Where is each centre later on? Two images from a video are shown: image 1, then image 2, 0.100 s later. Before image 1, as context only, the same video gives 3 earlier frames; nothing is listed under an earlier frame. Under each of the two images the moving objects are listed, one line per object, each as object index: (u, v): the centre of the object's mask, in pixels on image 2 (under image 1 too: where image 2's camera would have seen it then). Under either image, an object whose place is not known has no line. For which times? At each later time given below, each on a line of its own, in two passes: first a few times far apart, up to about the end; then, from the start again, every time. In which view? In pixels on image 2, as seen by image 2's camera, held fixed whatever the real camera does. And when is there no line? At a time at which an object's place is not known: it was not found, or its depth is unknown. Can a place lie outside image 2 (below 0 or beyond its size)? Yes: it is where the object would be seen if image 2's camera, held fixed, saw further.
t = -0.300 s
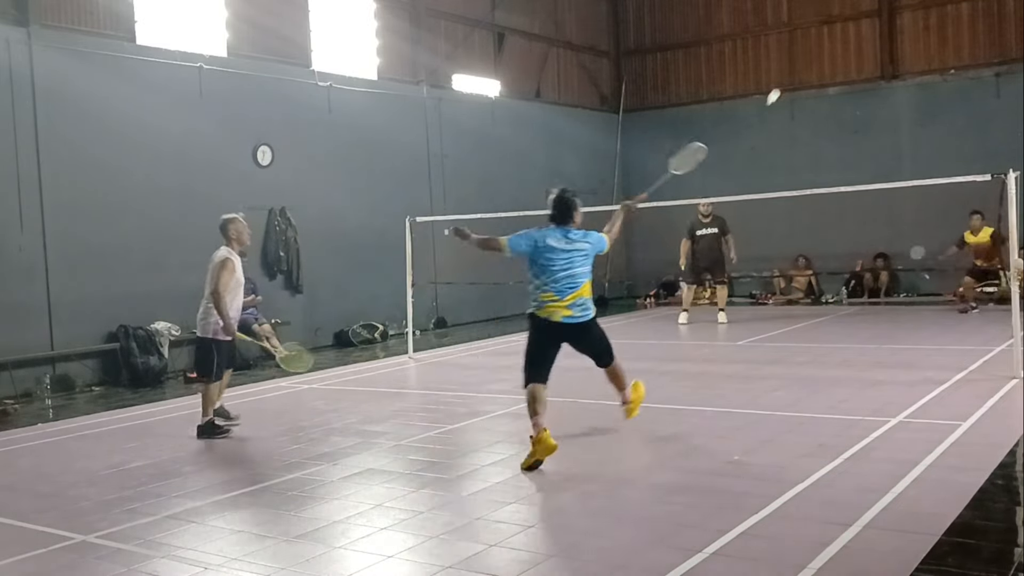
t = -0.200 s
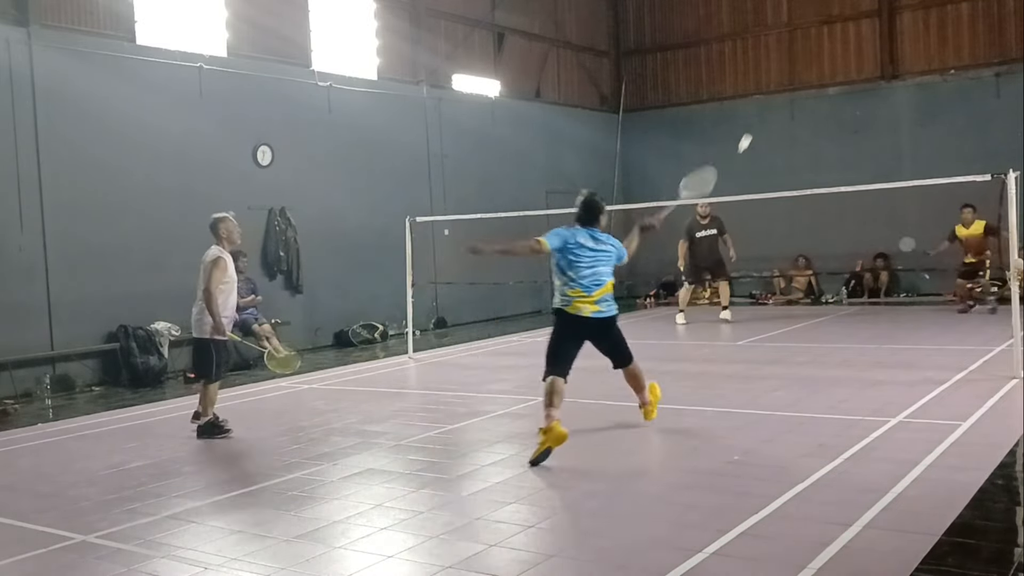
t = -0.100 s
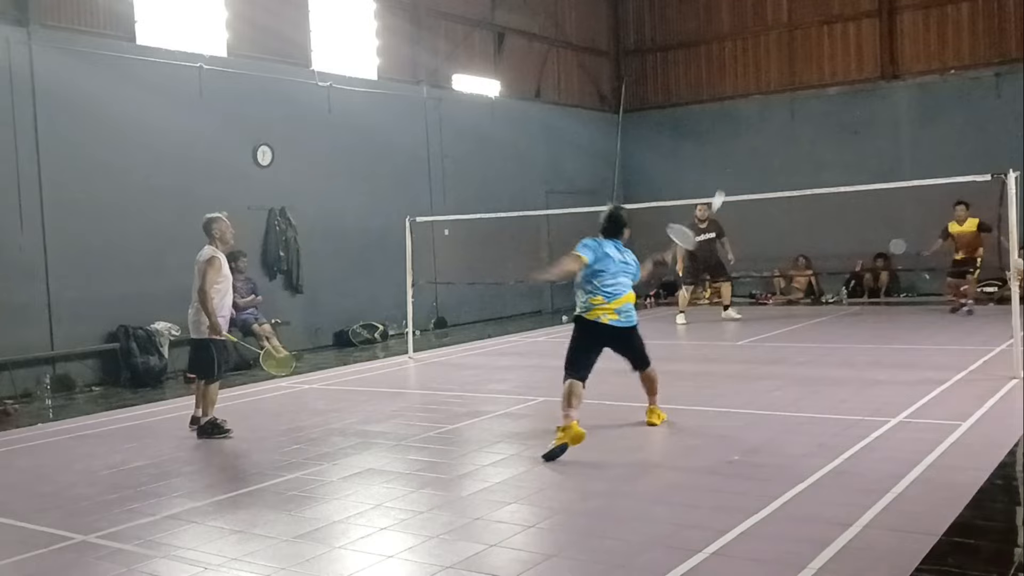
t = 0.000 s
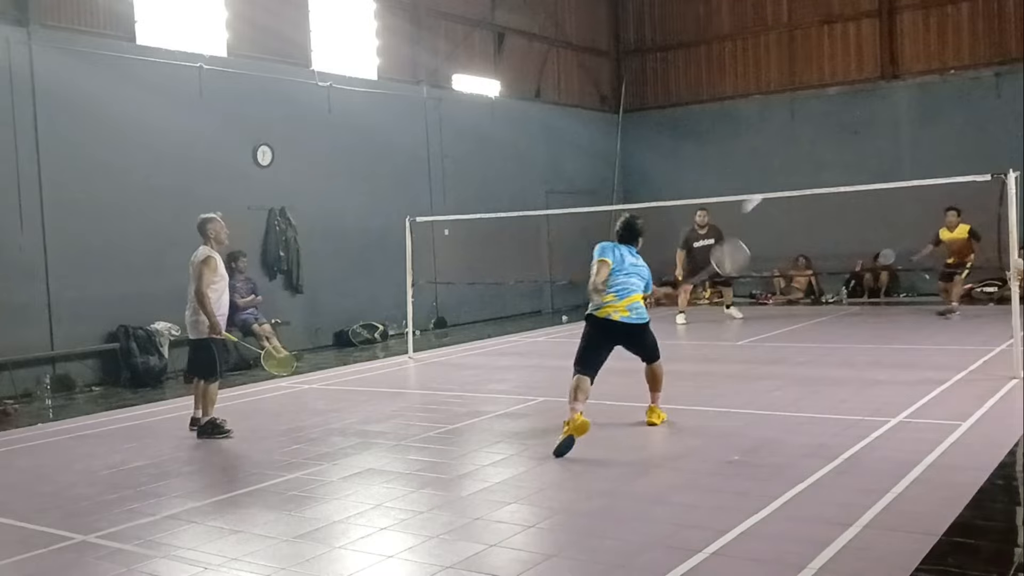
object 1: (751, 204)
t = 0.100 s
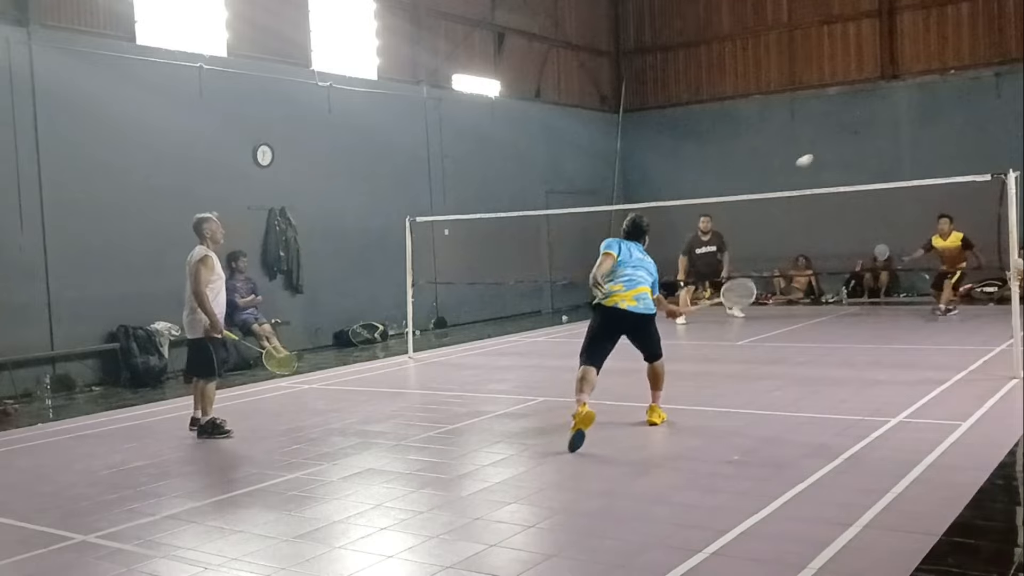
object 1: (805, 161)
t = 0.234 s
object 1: (853, 157)
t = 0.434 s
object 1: (908, 177)
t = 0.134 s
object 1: (819, 156)
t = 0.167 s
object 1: (831, 155)
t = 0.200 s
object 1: (842, 157)
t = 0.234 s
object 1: (853, 157)
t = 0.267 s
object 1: (864, 158)
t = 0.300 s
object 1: (873, 159)
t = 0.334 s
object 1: (883, 162)
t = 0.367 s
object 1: (892, 166)
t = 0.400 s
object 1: (900, 171)
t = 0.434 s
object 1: (908, 177)
